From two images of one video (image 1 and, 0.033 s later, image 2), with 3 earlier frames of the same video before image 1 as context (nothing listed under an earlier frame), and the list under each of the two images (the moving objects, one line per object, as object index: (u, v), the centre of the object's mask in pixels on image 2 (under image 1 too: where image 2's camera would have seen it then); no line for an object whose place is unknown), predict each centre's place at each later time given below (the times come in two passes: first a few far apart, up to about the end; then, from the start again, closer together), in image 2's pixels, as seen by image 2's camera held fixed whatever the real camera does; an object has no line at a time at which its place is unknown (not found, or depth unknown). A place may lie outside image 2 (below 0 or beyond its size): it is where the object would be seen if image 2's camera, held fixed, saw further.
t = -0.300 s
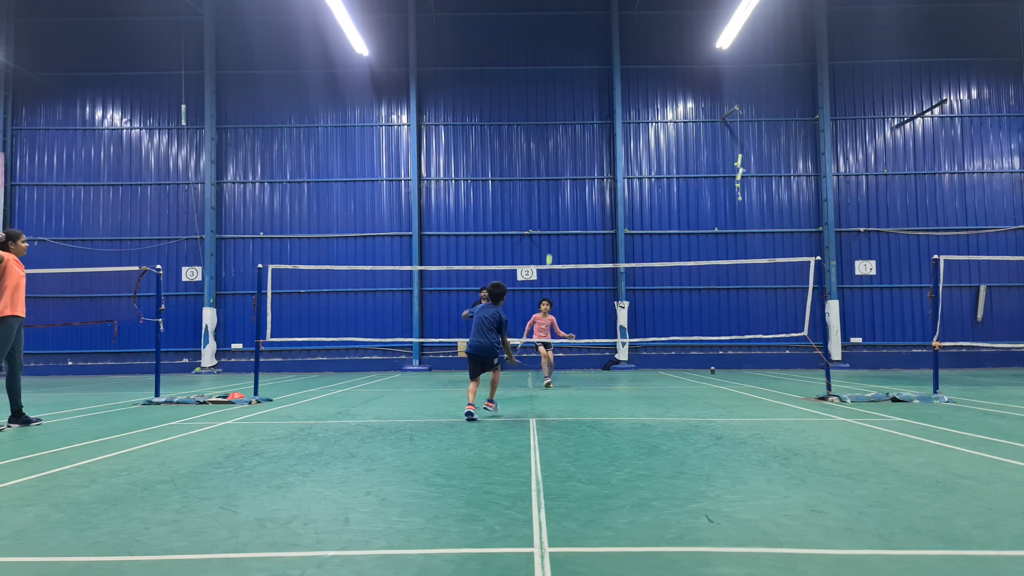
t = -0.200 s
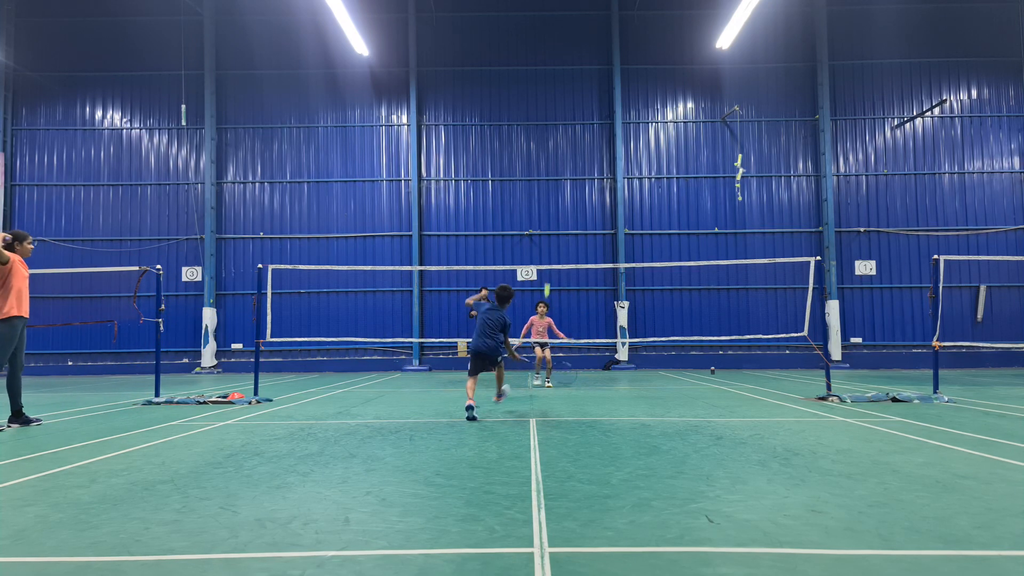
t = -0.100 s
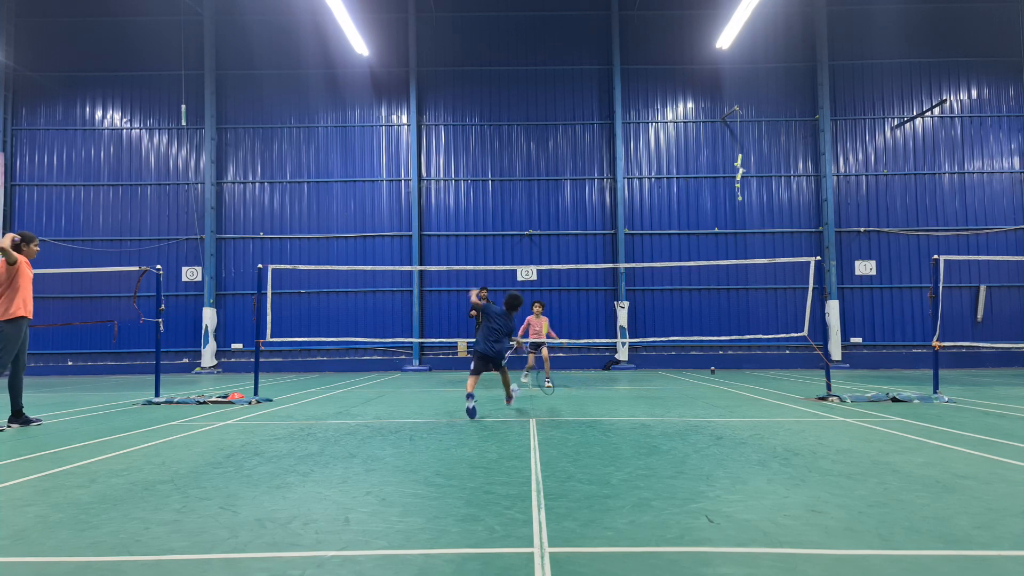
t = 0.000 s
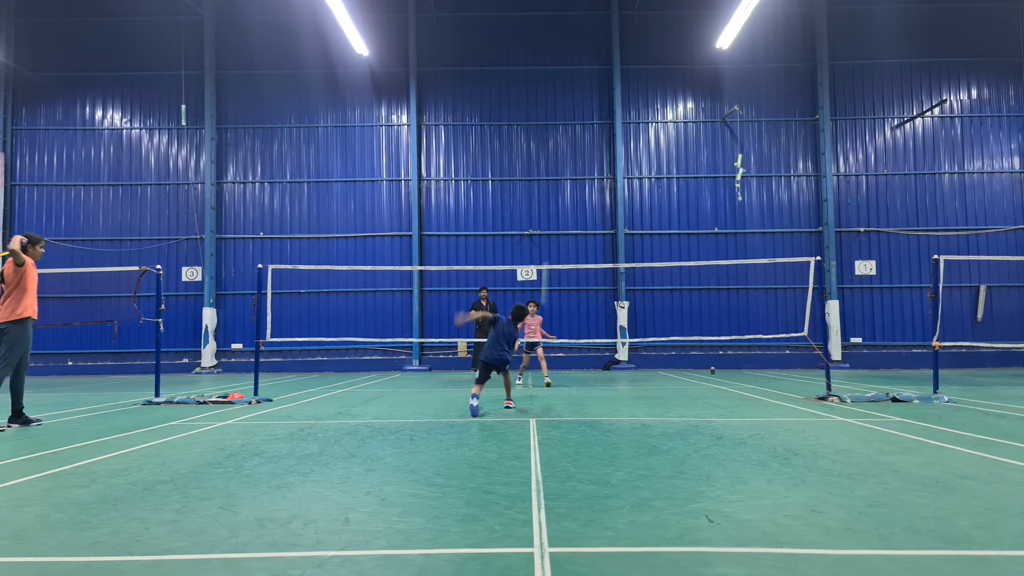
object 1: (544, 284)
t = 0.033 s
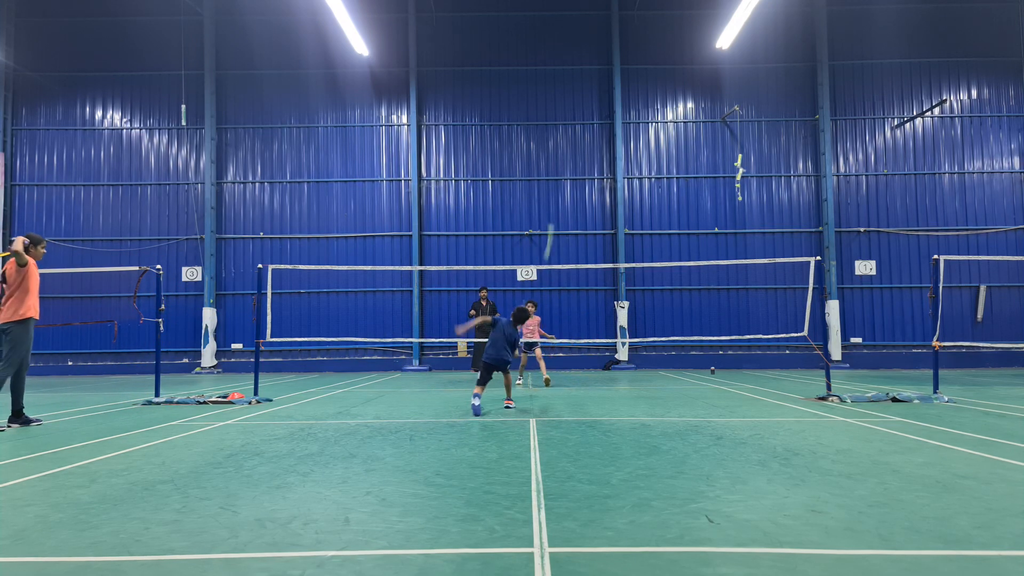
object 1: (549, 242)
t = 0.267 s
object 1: (549, 83)
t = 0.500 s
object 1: (551, 26)
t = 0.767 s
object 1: (552, 19)
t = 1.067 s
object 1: (555, 65)
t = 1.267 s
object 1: (557, 117)
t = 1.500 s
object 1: (560, 190)
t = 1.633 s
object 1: (561, 236)
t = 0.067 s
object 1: (550, 208)
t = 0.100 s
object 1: (548, 179)
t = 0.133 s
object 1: (547, 154)
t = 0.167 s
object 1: (549, 133)
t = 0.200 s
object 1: (550, 114)
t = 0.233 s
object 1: (550, 98)
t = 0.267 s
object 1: (549, 83)
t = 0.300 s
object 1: (550, 71)
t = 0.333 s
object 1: (550, 60)
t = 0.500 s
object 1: (551, 26)
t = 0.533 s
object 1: (551, 23)
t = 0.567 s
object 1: (551, 20)
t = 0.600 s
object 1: (551, 18)
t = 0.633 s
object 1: (551, 17)
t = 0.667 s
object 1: (551, 16)
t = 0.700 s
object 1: (551, 17)
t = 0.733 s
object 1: (552, 17)
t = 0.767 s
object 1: (552, 19)
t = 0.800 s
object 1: (552, 22)
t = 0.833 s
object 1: (552, 25)
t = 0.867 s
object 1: (553, 28)
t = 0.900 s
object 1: (553, 33)
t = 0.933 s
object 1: (553, 38)
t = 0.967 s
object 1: (554, 44)
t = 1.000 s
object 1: (554, 50)
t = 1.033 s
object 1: (555, 57)
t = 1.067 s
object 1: (555, 65)
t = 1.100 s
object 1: (556, 73)
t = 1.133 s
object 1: (556, 81)
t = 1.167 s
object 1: (557, 90)
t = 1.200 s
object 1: (557, 99)
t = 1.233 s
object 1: (557, 108)
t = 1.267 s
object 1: (557, 117)
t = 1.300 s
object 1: (558, 127)
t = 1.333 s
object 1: (558, 137)
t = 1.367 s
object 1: (558, 147)
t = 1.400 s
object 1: (559, 158)
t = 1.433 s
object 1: (559, 169)
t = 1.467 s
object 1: (559, 180)
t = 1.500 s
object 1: (560, 190)
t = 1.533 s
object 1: (560, 202)
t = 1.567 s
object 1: (560, 213)
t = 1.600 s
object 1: (560, 225)
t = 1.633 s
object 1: (561, 236)
